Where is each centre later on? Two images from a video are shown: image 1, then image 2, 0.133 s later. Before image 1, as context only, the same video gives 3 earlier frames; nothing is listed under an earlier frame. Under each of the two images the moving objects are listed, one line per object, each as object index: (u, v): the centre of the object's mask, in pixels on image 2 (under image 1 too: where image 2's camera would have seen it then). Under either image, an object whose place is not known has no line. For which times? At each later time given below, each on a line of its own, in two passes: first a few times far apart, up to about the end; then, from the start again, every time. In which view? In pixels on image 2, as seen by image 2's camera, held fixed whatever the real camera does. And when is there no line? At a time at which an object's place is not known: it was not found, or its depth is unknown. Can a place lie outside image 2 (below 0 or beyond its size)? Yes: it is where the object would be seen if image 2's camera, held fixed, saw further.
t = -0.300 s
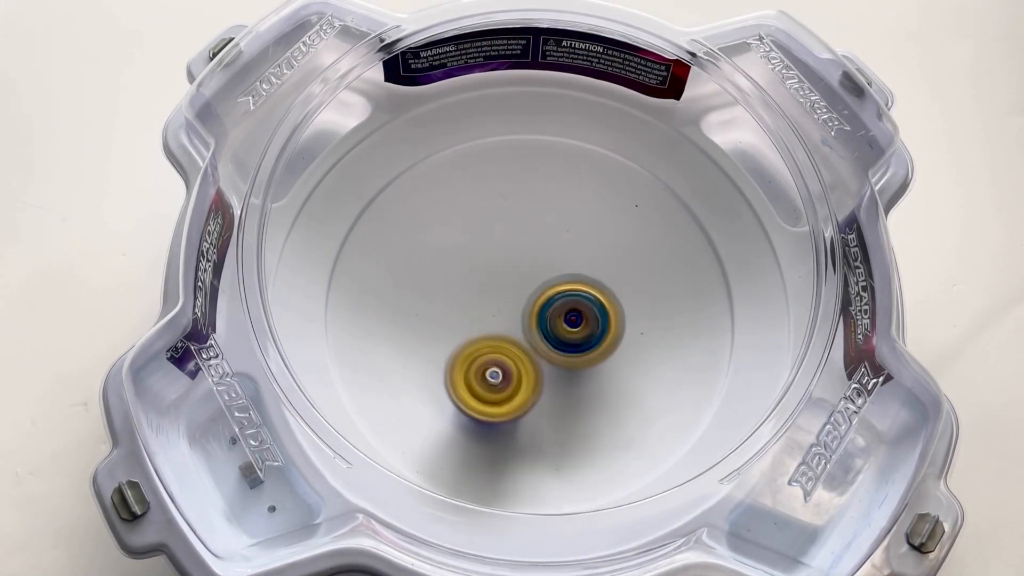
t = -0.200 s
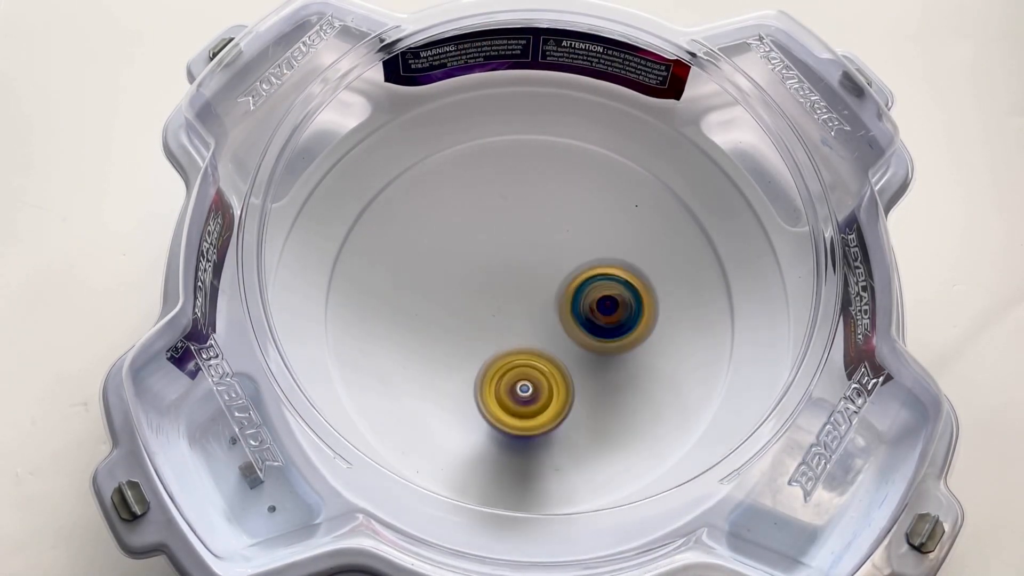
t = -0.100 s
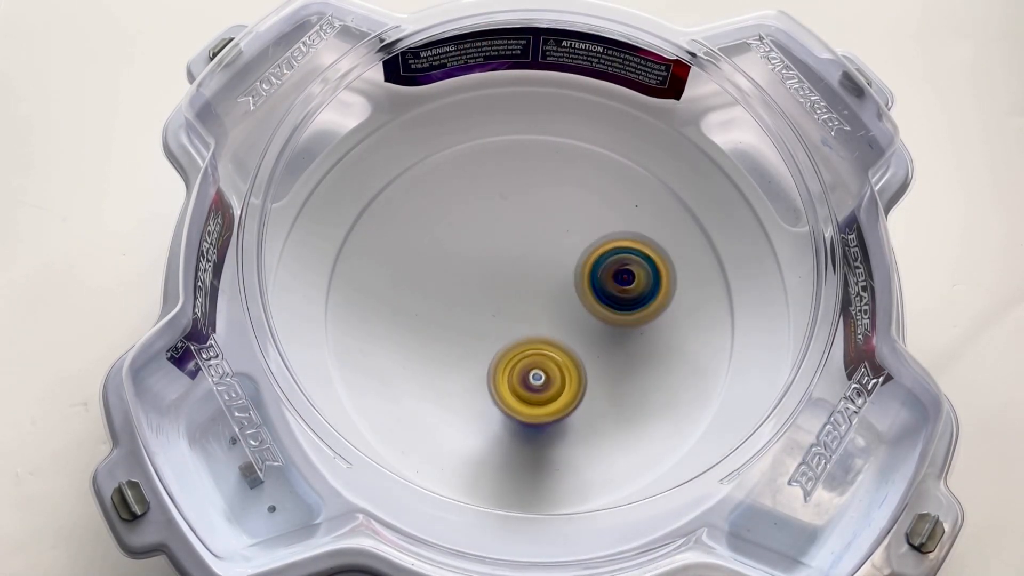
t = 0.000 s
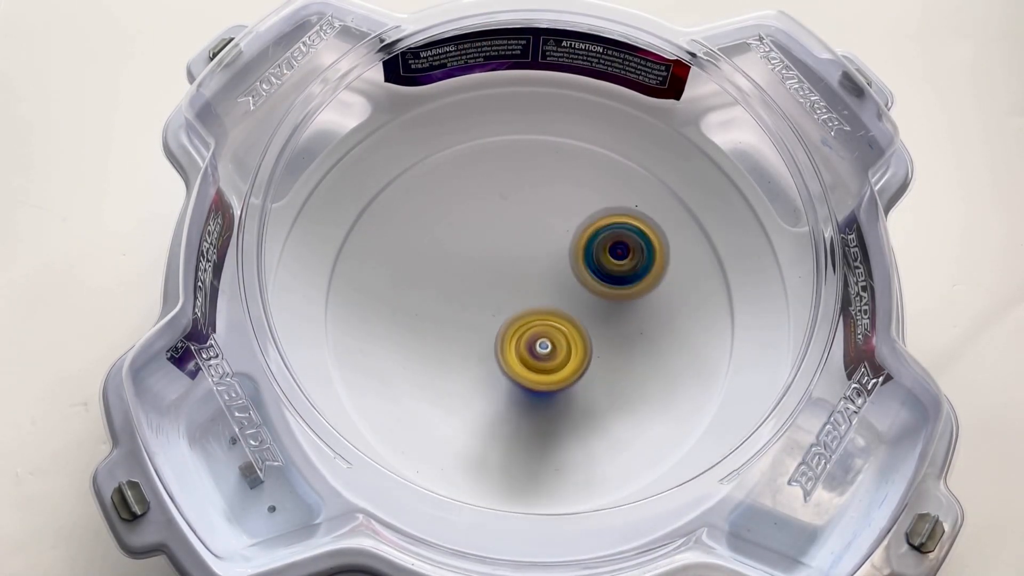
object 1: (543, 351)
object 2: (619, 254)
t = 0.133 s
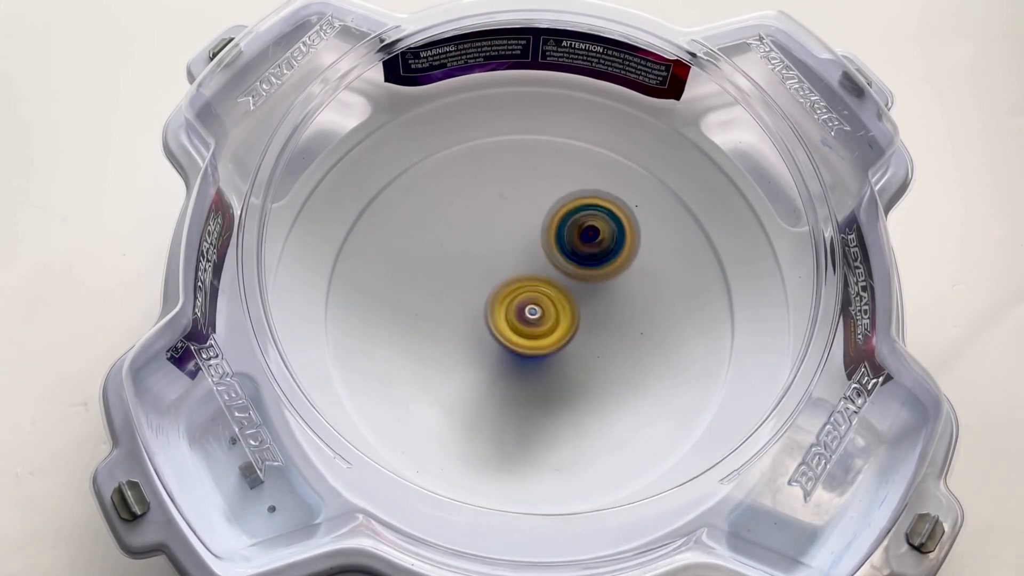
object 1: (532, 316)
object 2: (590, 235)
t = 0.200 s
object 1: (500, 315)
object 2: (578, 221)
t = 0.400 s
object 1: (453, 339)
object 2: (526, 245)
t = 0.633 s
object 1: (460, 407)
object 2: (553, 263)
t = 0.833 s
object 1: (543, 389)
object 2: (570, 268)
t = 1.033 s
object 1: (515, 370)
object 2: (593, 234)
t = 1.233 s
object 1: (486, 365)
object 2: (569, 243)
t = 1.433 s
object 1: (464, 351)
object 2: (555, 287)
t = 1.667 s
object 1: (437, 357)
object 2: (575, 319)
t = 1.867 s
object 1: (468, 325)
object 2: (571, 336)
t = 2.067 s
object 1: (475, 261)
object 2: (572, 349)
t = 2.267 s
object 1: (479, 223)
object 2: (554, 338)
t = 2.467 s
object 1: (496, 228)
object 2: (517, 319)
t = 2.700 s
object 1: (536, 235)
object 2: (497, 341)
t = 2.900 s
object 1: (579, 267)
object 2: (507, 335)
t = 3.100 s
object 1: (650, 267)
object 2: (471, 338)
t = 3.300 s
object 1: (647, 265)
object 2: (459, 339)
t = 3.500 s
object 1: (583, 305)
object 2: (484, 318)
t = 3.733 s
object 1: (675, 401)
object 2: (368, 235)
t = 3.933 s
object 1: (638, 412)
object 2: (411, 234)
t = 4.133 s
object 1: (547, 386)
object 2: (480, 281)
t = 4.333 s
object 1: (475, 422)
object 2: (522, 296)
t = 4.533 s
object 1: (444, 400)
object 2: (517, 334)
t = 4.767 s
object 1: (431, 337)
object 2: (559, 329)
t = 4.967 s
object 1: (476, 266)
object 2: (575, 322)
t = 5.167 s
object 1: (525, 227)
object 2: (565, 312)
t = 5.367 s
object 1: (580, 170)
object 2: (532, 360)
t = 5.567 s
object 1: (610, 207)
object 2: (531, 356)
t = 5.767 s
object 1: (603, 298)
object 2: (526, 322)
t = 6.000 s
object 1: (587, 402)
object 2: (516, 302)
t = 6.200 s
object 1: (551, 405)
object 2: (523, 318)
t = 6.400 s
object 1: (491, 394)
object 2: (519, 304)
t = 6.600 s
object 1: (450, 328)
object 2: (526, 308)
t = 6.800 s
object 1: (465, 253)
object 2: (544, 329)
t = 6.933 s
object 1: (502, 225)
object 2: (544, 326)
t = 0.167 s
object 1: (516, 315)
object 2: (585, 227)
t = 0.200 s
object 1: (500, 315)
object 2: (578, 221)
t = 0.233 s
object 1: (484, 316)
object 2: (570, 220)
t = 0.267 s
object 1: (471, 319)
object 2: (560, 221)
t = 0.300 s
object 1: (461, 324)
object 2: (551, 223)
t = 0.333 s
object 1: (454, 329)
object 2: (541, 229)
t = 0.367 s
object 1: (452, 335)
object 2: (533, 236)
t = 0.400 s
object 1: (453, 339)
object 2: (526, 245)
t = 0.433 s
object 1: (457, 342)
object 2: (519, 255)
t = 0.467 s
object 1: (462, 345)
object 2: (514, 264)
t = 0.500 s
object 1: (456, 356)
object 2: (523, 266)
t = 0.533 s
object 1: (450, 372)
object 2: (535, 264)
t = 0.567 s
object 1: (448, 387)
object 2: (542, 263)
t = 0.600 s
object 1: (451, 398)
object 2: (548, 263)
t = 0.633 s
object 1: (460, 407)
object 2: (553, 263)
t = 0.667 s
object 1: (473, 414)
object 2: (557, 264)
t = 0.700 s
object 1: (488, 417)
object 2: (561, 263)
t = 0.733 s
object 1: (504, 416)
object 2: (565, 264)
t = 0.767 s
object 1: (520, 411)
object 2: (567, 265)
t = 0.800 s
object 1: (533, 402)
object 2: (568, 266)
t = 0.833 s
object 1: (543, 389)
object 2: (570, 268)
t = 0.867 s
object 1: (551, 373)
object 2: (571, 271)
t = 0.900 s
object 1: (551, 363)
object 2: (576, 267)
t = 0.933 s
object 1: (541, 369)
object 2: (583, 256)
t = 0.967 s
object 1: (532, 370)
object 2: (590, 245)
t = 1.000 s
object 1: (523, 370)
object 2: (593, 239)
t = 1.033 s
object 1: (515, 370)
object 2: (593, 234)
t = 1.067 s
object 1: (508, 369)
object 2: (592, 231)
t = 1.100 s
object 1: (502, 368)
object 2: (589, 231)
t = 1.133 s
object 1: (497, 367)
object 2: (585, 231)
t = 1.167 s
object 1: (493, 367)
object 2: (580, 234)
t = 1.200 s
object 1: (489, 366)
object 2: (574, 238)
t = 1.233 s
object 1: (486, 365)
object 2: (569, 243)
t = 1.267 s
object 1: (483, 363)
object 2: (564, 249)
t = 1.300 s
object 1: (480, 361)
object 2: (559, 256)
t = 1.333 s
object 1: (479, 358)
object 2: (554, 265)
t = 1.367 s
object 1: (478, 354)
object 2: (549, 273)
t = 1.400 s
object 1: (477, 350)
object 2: (546, 284)
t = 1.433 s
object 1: (464, 351)
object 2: (555, 287)
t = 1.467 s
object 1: (452, 353)
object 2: (561, 292)
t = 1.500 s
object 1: (444, 354)
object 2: (565, 297)
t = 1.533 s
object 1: (438, 356)
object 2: (568, 302)
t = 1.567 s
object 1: (435, 357)
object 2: (570, 306)
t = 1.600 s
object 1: (434, 358)
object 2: (572, 311)
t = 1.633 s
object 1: (434, 358)
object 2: (574, 315)
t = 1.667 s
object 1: (437, 357)
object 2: (575, 319)
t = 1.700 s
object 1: (440, 354)
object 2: (576, 322)
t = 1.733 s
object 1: (445, 351)
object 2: (576, 326)
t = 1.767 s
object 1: (451, 346)
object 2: (576, 329)
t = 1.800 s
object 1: (457, 340)
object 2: (575, 332)
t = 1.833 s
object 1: (463, 333)
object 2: (574, 334)
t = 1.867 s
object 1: (468, 325)
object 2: (571, 336)
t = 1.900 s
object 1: (472, 313)
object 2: (570, 339)
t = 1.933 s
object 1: (471, 302)
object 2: (572, 342)
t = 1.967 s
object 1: (473, 291)
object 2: (573, 345)
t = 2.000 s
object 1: (473, 281)
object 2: (573, 347)
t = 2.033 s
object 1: (475, 270)
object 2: (573, 348)
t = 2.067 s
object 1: (475, 261)
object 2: (572, 349)
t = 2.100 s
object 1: (476, 252)
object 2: (571, 348)
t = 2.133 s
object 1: (477, 243)
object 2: (569, 348)
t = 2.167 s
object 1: (477, 236)
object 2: (567, 347)
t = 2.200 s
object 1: (477, 230)
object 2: (563, 344)
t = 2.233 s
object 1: (479, 226)
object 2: (559, 341)
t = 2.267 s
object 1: (479, 223)
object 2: (554, 338)
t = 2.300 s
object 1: (481, 221)
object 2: (549, 334)
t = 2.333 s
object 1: (482, 221)
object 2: (543, 330)
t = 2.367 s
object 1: (485, 221)
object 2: (537, 327)
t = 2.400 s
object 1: (487, 223)
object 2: (531, 324)
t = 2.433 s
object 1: (492, 226)
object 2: (525, 320)
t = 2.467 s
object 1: (496, 228)
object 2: (517, 319)
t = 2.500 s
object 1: (501, 225)
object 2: (511, 324)
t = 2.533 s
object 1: (506, 224)
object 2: (506, 328)
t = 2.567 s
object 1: (511, 224)
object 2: (503, 331)
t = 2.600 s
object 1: (517, 225)
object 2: (500, 335)
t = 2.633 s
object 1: (523, 228)
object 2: (498, 338)
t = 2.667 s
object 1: (529, 231)
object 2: (497, 339)
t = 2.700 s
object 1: (536, 235)
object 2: (497, 341)
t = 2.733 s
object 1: (542, 240)
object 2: (497, 343)
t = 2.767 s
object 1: (550, 245)
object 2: (498, 343)
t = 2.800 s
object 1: (557, 251)
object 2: (500, 343)
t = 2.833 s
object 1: (565, 256)
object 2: (502, 341)
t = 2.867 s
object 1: (572, 262)
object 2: (504, 338)
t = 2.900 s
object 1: (579, 267)
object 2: (507, 335)
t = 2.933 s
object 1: (587, 272)
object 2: (510, 331)
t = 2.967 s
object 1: (604, 273)
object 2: (499, 332)
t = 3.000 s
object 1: (620, 271)
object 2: (490, 333)
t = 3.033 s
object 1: (633, 270)
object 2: (482, 335)
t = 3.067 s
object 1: (642, 269)
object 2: (476, 337)
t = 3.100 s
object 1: (650, 267)
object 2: (471, 338)
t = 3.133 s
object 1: (656, 265)
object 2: (465, 340)
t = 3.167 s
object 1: (658, 264)
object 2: (461, 341)
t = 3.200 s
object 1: (658, 262)
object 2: (458, 341)
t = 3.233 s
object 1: (657, 262)
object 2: (457, 341)
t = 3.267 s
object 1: (653, 263)
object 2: (457, 340)
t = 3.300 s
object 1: (647, 265)
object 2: (459, 339)
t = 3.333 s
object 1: (639, 268)
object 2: (461, 337)
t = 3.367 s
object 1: (630, 273)
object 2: (464, 333)
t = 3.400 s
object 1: (619, 279)
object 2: (468, 330)
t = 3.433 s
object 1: (608, 286)
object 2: (473, 325)
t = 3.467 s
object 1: (596, 295)
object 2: (478, 322)
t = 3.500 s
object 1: (583, 305)
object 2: (484, 318)
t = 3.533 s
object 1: (605, 326)
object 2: (452, 298)
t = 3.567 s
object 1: (625, 346)
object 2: (423, 282)
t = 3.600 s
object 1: (644, 362)
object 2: (400, 269)
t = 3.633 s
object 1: (658, 377)
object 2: (385, 260)
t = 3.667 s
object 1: (666, 387)
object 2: (376, 250)
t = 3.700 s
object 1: (672, 395)
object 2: (372, 243)
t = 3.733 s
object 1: (675, 401)
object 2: (368, 235)
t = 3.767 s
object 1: (676, 406)
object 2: (375, 237)
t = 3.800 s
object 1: (675, 410)
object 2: (377, 245)
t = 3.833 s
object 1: (668, 413)
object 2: (375, 237)
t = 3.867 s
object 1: (660, 413)
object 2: (388, 230)
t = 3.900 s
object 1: (650, 413)
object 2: (402, 230)
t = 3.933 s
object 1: (638, 412)
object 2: (411, 234)
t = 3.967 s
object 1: (625, 411)
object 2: (422, 236)
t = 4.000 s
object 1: (611, 408)
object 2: (435, 242)
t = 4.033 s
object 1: (596, 405)
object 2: (448, 251)
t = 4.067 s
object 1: (580, 399)
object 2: (458, 260)
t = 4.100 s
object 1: (563, 393)
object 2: (469, 270)
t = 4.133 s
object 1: (547, 386)
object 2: (480, 281)
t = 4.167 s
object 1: (530, 378)
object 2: (489, 293)
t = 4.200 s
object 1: (517, 386)
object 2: (497, 286)
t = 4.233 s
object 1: (506, 401)
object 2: (510, 284)
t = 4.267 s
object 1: (494, 412)
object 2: (516, 287)
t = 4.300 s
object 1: (483, 419)
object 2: (517, 290)
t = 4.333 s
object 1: (475, 422)
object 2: (522, 296)
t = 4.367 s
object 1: (468, 423)
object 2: (522, 305)
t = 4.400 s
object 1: (462, 421)
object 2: (521, 312)
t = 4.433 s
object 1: (456, 418)
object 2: (520, 316)
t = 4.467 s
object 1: (451, 414)
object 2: (520, 322)
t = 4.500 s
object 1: (447, 407)
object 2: (518, 328)
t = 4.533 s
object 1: (444, 400)
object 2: (517, 334)
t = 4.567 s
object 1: (434, 395)
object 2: (530, 334)
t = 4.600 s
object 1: (427, 389)
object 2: (536, 335)
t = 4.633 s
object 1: (423, 380)
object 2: (538, 335)
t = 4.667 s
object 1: (422, 370)
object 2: (542, 331)
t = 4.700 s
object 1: (423, 360)
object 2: (549, 328)
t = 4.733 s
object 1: (426, 349)
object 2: (556, 328)
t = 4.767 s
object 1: (431, 337)
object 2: (559, 329)
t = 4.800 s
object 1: (436, 324)
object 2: (561, 327)
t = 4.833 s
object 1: (442, 311)
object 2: (566, 325)
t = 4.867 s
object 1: (450, 299)
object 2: (571, 324)
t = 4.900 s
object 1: (458, 287)
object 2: (573, 324)
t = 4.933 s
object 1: (467, 276)
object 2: (573, 324)
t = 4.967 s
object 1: (476, 266)
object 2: (575, 322)
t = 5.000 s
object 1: (486, 257)
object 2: (575, 321)
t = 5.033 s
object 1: (494, 249)
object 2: (574, 319)
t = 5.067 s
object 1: (503, 243)
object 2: (572, 318)
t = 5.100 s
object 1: (511, 236)
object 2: (569, 315)
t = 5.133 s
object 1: (518, 231)
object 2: (568, 313)
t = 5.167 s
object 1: (525, 227)
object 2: (565, 312)
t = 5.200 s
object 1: (532, 219)
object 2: (560, 321)
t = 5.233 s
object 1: (542, 199)
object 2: (548, 345)
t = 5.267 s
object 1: (553, 187)
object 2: (537, 351)
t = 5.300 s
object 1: (564, 178)
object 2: (536, 355)
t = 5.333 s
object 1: (573, 173)
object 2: (533, 358)
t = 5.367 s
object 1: (580, 170)
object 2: (532, 360)
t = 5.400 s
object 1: (587, 171)
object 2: (533, 362)
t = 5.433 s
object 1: (594, 175)
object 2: (533, 361)
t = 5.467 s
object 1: (600, 179)
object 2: (532, 361)
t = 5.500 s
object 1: (605, 186)
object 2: (530, 360)
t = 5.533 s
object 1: (608, 195)
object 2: (531, 358)
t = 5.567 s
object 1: (610, 207)
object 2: (531, 356)
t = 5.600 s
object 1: (613, 220)
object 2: (529, 350)
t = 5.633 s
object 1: (614, 234)
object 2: (527, 346)
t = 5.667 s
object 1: (613, 248)
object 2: (529, 342)
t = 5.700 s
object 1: (610, 265)
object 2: (528, 335)
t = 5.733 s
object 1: (606, 282)
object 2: (527, 330)
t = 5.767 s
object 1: (603, 298)
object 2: (526, 322)
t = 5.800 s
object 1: (597, 313)
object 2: (521, 316)
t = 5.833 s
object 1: (591, 331)
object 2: (519, 310)
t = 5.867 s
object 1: (591, 351)
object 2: (518, 308)
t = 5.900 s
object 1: (593, 367)
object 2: (518, 305)
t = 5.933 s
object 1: (594, 380)
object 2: (517, 303)
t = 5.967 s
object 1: (591, 393)
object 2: (516, 302)
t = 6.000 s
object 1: (587, 402)
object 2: (516, 302)
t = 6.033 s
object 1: (584, 407)
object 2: (517, 302)
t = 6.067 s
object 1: (581, 410)
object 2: (517, 304)
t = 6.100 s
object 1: (574, 413)
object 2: (519, 306)
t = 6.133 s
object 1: (567, 411)
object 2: (521, 311)
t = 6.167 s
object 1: (561, 408)
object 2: (522, 315)
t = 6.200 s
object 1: (551, 405)
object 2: (523, 318)
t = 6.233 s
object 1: (541, 399)
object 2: (522, 320)
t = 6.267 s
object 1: (535, 403)
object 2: (519, 317)
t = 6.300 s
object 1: (527, 406)
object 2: (519, 314)
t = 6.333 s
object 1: (515, 405)
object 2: (519, 311)
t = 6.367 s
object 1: (504, 401)
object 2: (519, 308)
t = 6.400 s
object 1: (491, 394)
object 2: (519, 304)
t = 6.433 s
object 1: (482, 386)
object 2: (518, 303)
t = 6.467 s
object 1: (473, 376)
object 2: (519, 305)
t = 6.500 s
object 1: (465, 365)
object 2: (520, 308)
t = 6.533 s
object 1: (458, 354)
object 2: (524, 306)
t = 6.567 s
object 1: (452, 342)
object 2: (525, 308)
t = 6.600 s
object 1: (450, 328)
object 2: (526, 308)
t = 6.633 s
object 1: (451, 316)
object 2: (528, 310)
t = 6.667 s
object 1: (449, 301)
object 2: (533, 312)
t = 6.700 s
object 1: (451, 289)
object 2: (540, 316)
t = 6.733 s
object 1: (452, 275)
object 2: (543, 323)
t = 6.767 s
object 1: (458, 263)
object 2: (544, 327)
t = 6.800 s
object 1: (465, 253)
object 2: (544, 329)
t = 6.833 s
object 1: (472, 242)
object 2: (544, 330)
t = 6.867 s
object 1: (481, 236)
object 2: (544, 330)
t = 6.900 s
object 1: (492, 228)
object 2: (544, 329)
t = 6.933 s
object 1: (502, 225)
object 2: (544, 326)
